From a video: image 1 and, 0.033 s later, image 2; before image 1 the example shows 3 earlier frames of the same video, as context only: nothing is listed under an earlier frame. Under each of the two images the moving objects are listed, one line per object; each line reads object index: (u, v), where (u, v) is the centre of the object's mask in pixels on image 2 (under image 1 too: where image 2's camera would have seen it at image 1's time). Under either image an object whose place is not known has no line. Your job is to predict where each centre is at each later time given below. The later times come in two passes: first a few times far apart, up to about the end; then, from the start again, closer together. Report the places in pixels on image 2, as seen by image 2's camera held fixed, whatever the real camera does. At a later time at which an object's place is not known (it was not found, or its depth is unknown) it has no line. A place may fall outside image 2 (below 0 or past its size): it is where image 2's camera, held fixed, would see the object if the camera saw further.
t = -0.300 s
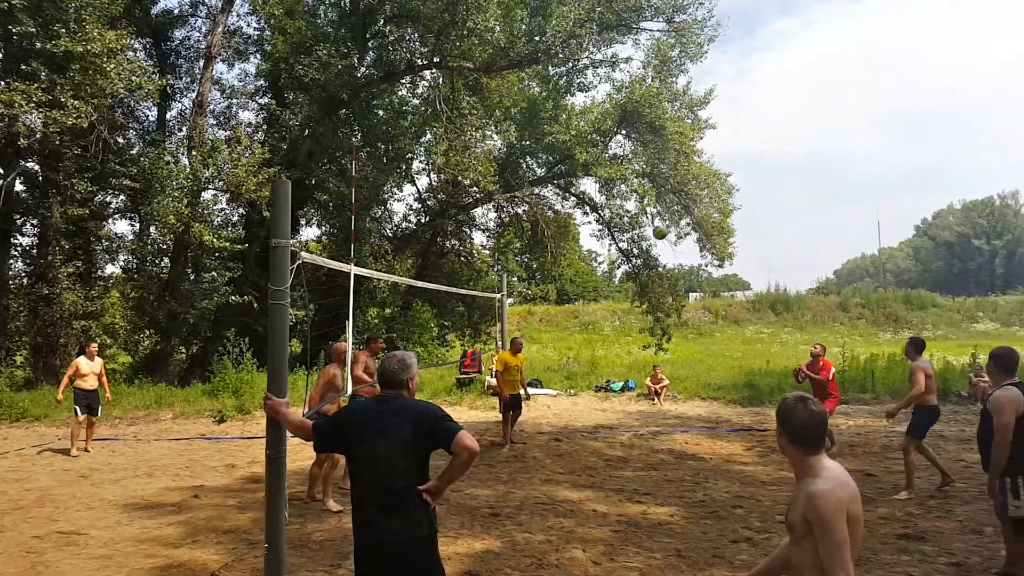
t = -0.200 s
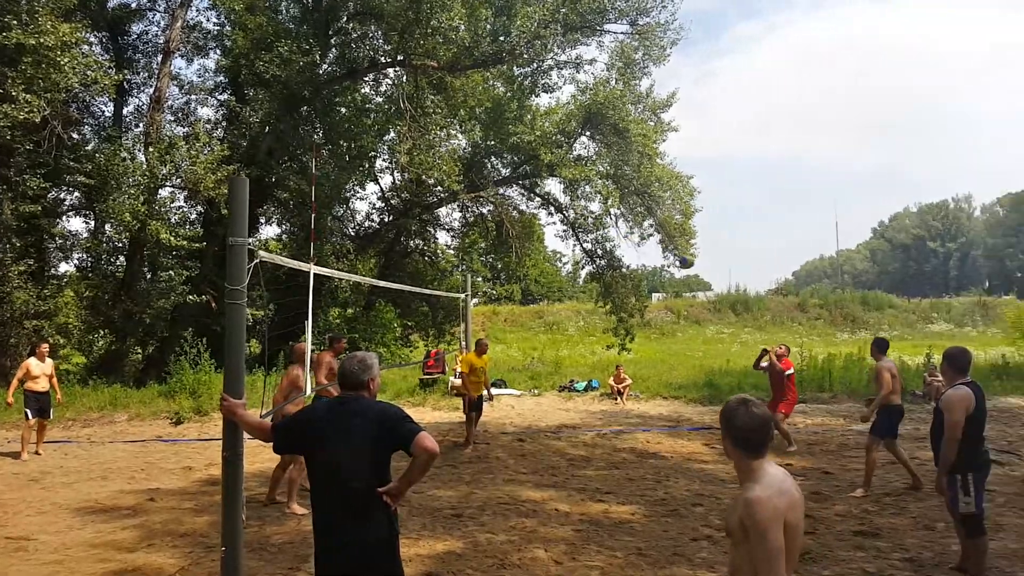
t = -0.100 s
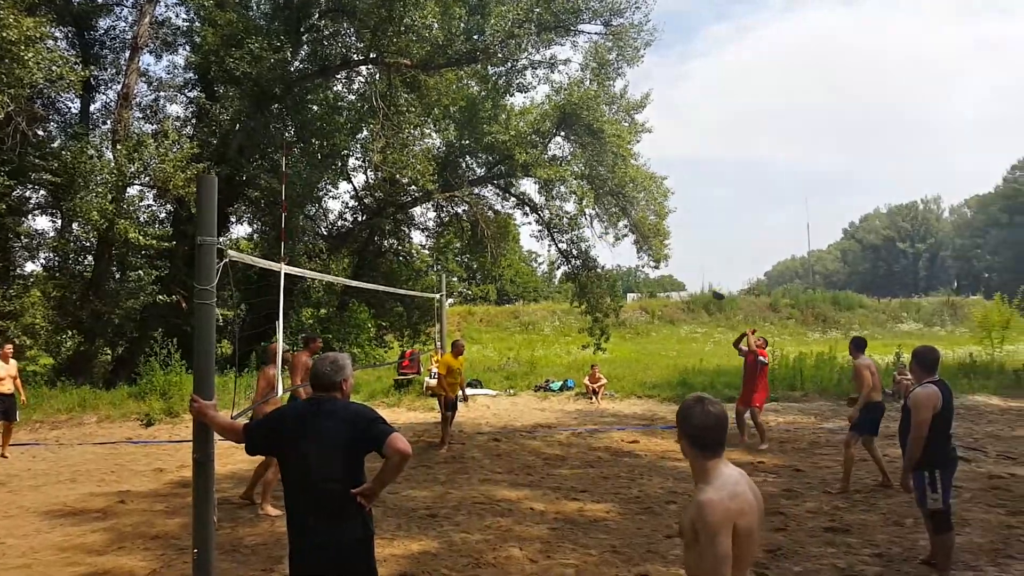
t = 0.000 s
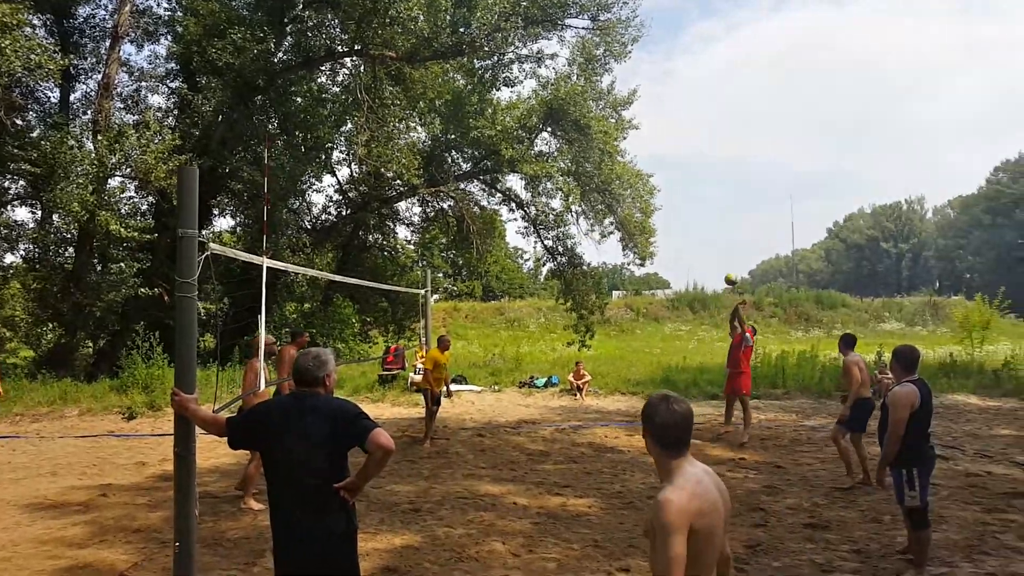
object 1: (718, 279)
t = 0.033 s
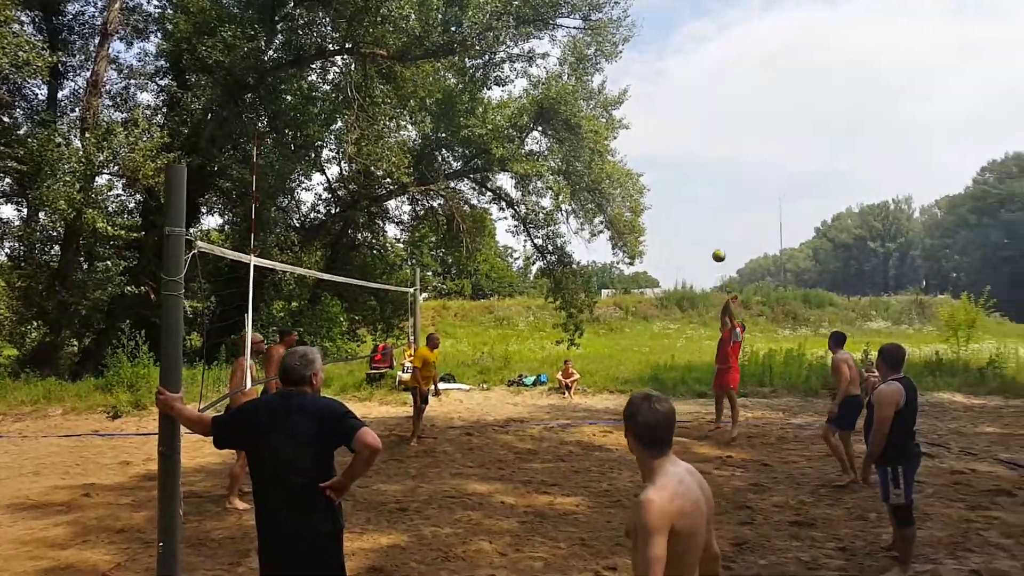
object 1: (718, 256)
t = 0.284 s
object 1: (709, 115)
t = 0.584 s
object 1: (701, 7)
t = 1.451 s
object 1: (677, 4)
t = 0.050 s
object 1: (718, 245)
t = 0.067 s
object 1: (717, 234)
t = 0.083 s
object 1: (717, 224)
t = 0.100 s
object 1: (716, 214)
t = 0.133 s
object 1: (715, 194)
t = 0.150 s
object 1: (714, 184)
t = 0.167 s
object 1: (713, 175)
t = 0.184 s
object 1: (712, 165)
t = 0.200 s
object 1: (712, 156)
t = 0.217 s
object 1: (711, 148)
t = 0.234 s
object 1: (710, 139)
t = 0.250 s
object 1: (710, 131)
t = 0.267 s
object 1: (709, 123)
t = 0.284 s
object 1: (709, 115)
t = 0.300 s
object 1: (709, 107)
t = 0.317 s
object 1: (708, 100)
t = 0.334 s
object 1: (708, 93)
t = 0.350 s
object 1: (708, 85)
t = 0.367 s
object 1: (708, 78)
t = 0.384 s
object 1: (707, 72)
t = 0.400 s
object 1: (707, 65)
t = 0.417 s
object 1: (706, 58)
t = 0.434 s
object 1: (706, 52)
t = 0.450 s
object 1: (706, 46)
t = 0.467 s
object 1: (706, 41)
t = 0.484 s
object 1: (705, 35)
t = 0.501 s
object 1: (704, 30)
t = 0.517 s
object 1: (703, 25)
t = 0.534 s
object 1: (703, 20)
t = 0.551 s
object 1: (702, 15)
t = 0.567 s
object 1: (701, 11)
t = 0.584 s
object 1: (701, 7)
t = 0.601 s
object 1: (701, 3)
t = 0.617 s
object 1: (700, 1)
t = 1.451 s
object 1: (677, 4)
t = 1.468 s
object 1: (676, 8)
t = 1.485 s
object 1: (676, 13)
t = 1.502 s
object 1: (676, 17)
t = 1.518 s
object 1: (675, 22)
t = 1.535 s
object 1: (675, 27)
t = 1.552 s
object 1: (675, 32)
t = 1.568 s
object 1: (674, 38)
